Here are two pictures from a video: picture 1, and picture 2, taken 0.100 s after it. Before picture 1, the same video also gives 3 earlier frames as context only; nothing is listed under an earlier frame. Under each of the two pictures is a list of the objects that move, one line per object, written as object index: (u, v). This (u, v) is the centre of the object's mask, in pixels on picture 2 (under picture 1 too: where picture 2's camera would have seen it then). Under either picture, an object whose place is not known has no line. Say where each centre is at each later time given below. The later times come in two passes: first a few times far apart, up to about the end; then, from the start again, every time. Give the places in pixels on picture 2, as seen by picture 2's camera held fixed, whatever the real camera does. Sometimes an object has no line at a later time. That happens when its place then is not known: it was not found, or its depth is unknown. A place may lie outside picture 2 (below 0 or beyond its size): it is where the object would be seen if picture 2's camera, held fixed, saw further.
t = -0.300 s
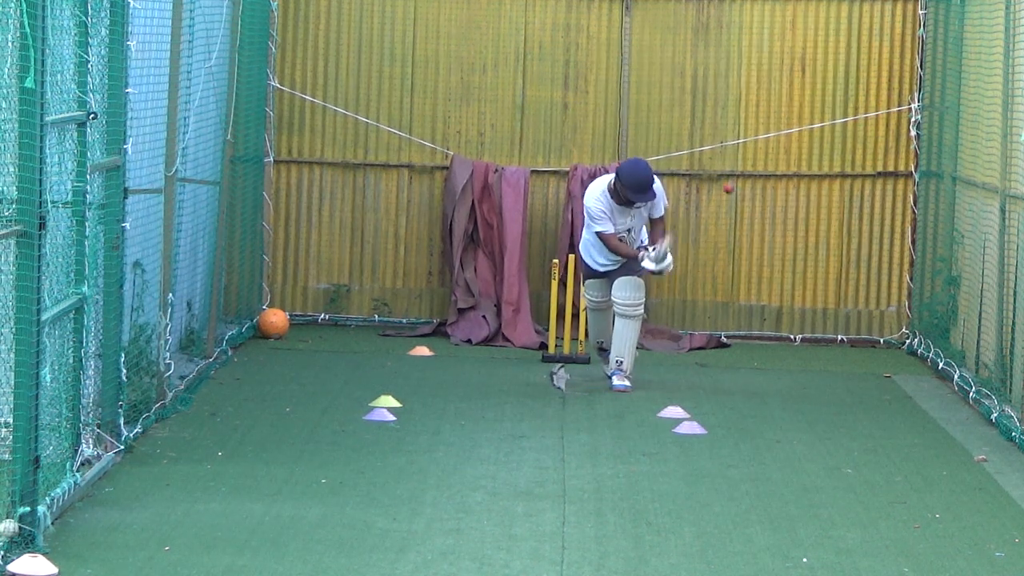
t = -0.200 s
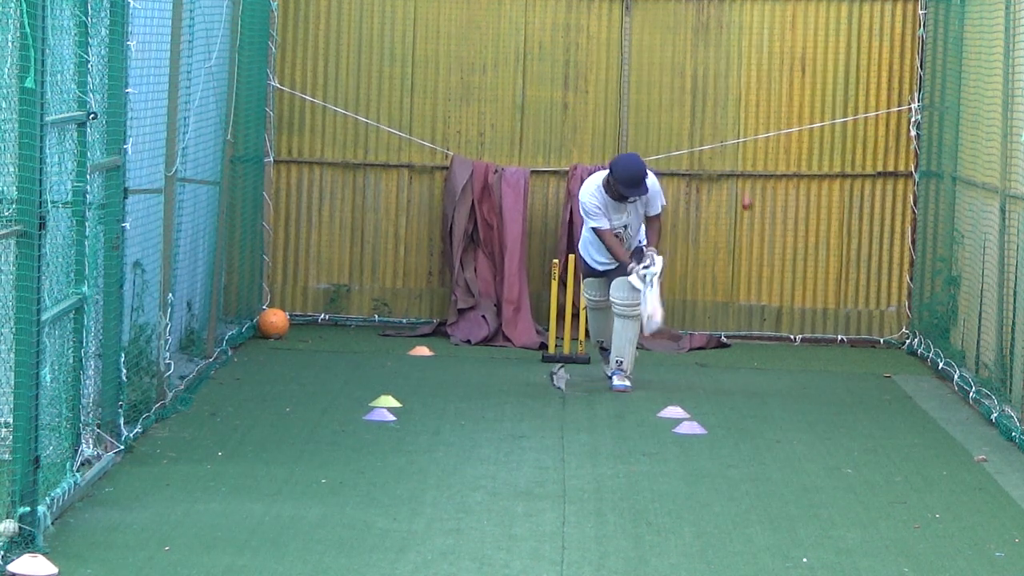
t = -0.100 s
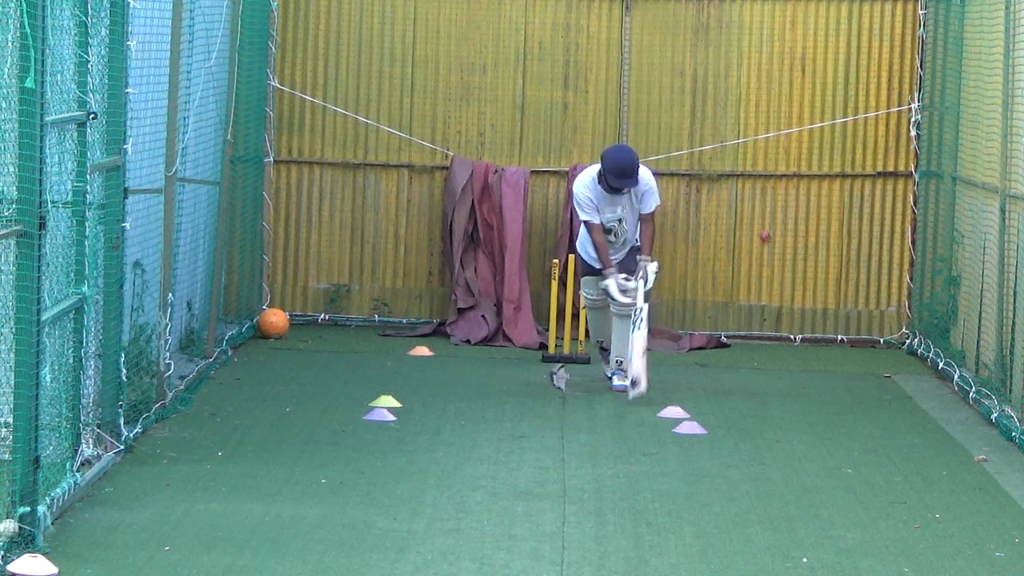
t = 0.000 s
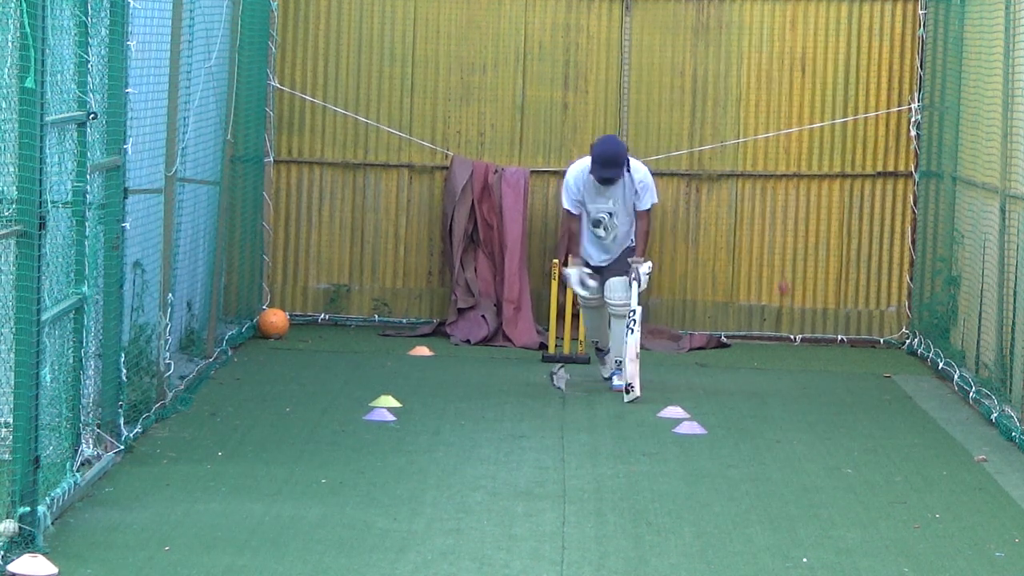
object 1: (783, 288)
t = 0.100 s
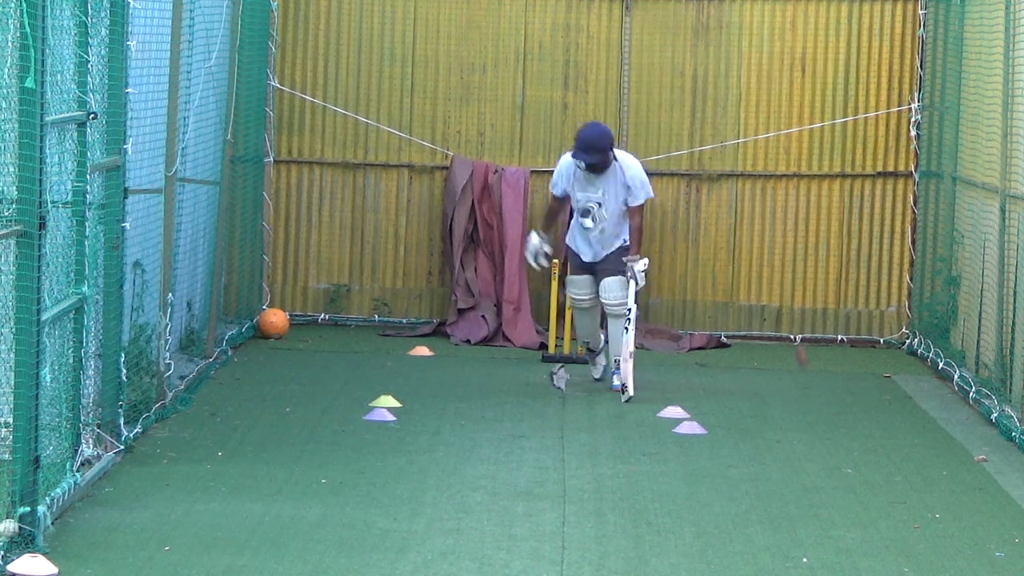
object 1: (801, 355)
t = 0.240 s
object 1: (812, 349)
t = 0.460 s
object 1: (821, 349)
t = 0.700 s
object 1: (828, 382)
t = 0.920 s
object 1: (835, 397)
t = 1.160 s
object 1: (842, 408)
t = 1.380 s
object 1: (850, 415)
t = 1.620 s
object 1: (859, 422)
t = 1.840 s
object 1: (867, 428)
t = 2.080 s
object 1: (874, 434)
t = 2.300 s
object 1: (878, 440)
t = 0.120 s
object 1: (805, 374)
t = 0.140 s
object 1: (808, 376)
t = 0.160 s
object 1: (809, 370)
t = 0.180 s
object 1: (810, 364)
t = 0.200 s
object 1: (811, 359)
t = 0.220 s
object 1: (811, 354)
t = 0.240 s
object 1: (812, 349)
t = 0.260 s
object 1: (813, 345)
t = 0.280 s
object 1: (813, 343)
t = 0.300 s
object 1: (815, 341)
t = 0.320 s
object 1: (815, 340)
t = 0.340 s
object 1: (815, 339)
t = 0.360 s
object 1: (816, 340)
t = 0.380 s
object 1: (817, 340)
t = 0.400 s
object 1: (817, 340)
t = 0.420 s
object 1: (819, 343)
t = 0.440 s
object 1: (820, 346)
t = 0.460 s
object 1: (821, 349)
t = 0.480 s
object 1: (821, 352)
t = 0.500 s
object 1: (822, 357)
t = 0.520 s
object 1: (822, 363)
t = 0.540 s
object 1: (823, 369)
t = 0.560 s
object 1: (823, 376)
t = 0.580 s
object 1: (824, 383)
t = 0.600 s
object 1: (824, 390)
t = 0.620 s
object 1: (825, 388)
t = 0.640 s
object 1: (826, 385)
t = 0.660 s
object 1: (827, 383)
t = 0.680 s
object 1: (827, 382)
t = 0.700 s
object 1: (828, 382)
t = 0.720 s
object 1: (828, 382)
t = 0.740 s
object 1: (829, 383)
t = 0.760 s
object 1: (830, 384)
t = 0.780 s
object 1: (830, 387)
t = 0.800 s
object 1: (831, 390)
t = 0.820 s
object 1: (832, 393)
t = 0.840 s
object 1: (832, 398)
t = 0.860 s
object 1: (833, 398)
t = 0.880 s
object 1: (833, 397)
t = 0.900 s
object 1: (834, 397)
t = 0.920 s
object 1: (835, 397)
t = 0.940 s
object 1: (835, 399)
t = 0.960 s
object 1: (836, 400)
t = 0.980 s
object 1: (836, 402)
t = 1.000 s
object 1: (837, 402)
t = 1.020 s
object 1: (838, 402)
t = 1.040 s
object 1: (838, 403)
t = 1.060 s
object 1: (838, 404)
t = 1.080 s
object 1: (839, 406)
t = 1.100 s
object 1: (840, 406)
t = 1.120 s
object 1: (840, 406)
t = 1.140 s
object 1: (841, 407)
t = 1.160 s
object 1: (842, 408)
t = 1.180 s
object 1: (842, 409)
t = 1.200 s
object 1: (843, 409)
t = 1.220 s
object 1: (844, 410)
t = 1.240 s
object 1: (844, 410)
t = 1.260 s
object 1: (845, 411)
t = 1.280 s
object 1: (846, 412)
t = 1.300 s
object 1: (847, 412)
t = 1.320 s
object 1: (847, 413)
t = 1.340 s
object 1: (848, 413)
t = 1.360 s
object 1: (849, 415)
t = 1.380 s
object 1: (850, 415)
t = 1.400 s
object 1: (850, 416)
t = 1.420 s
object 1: (851, 416)
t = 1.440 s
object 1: (852, 417)
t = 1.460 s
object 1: (853, 417)
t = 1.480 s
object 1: (854, 418)
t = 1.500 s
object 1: (855, 419)
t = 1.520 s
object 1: (855, 419)
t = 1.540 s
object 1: (856, 420)
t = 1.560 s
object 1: (857, 420)
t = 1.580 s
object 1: (858, 421)
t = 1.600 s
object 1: (858, 421)
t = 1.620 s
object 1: (859, 422)
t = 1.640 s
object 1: (860, 423)
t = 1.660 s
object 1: (861, 423)
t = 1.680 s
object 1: (861, 424)
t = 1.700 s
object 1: (862, 424)
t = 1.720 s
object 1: (863, 425)
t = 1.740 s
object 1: (864, 425)
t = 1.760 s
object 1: (864, 426)
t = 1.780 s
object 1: (865, 426)
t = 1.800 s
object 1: (866, 427)
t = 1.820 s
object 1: (866, 427)
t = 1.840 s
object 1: (867, 428)
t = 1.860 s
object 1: (867, 428)
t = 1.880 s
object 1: (868, 429)
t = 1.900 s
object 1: (868, 430)
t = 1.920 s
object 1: (869, 430)
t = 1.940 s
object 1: (870, 431)
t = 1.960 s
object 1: (870, 432)
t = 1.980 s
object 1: (871, 432)
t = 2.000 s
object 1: (872, 432)
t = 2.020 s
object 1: (872, 433)
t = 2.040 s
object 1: (872, 433)
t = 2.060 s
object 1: (873, 434)
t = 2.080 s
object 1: (874, 434)
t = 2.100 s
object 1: (874, 434)
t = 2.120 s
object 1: (874, 435)
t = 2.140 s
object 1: (875, 435)
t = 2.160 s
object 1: (876, 436)
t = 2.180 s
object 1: (876, 437)
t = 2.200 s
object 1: (876, 437)
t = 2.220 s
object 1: (877, 438)
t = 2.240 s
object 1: (877, 438)
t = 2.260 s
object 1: (877, 439)
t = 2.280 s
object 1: (878, 440)
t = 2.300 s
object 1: (878, 440)
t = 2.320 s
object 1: (878, 440)
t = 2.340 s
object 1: (879, 441)
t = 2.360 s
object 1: (879, 441)
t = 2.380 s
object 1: (879, 442)
